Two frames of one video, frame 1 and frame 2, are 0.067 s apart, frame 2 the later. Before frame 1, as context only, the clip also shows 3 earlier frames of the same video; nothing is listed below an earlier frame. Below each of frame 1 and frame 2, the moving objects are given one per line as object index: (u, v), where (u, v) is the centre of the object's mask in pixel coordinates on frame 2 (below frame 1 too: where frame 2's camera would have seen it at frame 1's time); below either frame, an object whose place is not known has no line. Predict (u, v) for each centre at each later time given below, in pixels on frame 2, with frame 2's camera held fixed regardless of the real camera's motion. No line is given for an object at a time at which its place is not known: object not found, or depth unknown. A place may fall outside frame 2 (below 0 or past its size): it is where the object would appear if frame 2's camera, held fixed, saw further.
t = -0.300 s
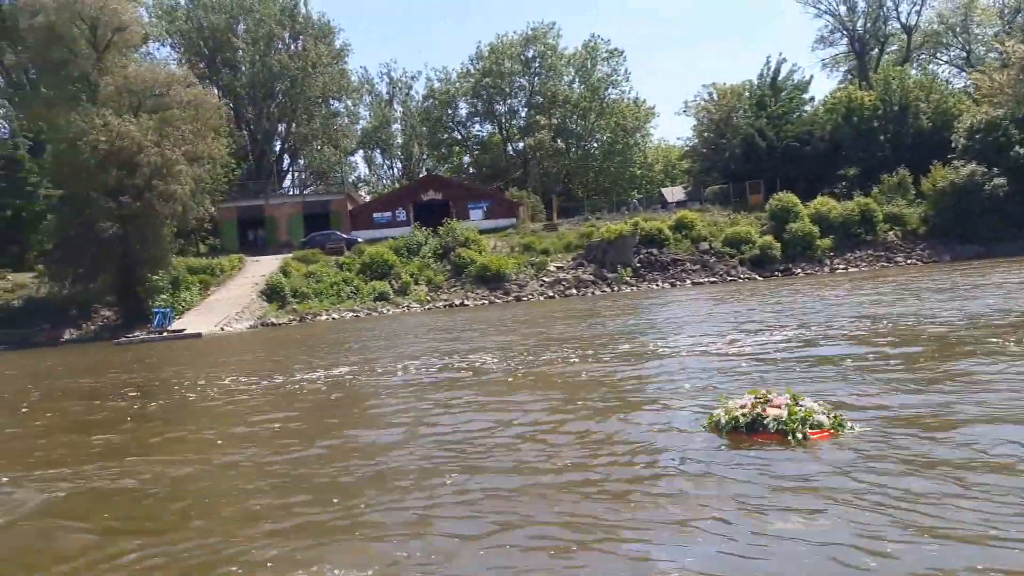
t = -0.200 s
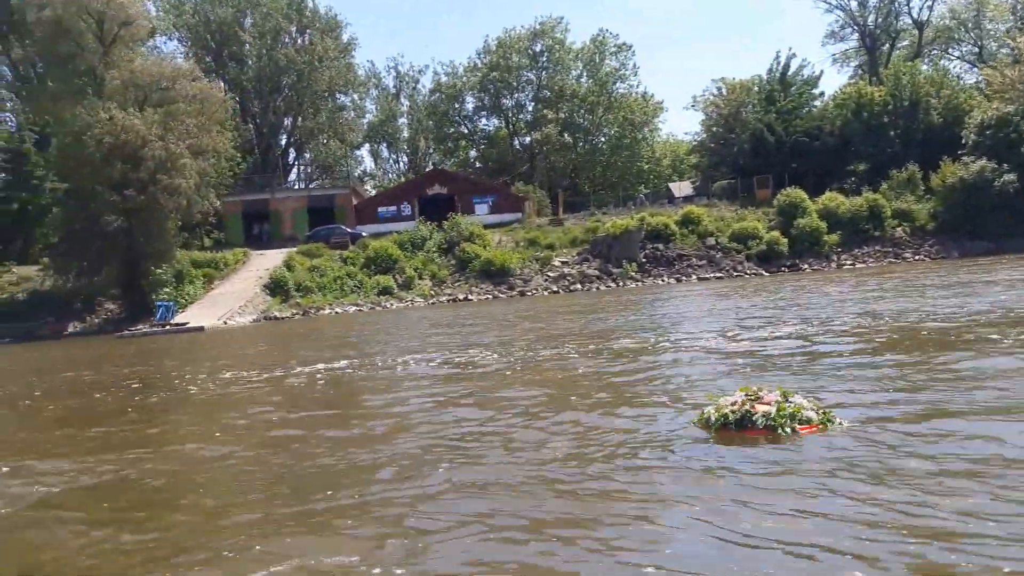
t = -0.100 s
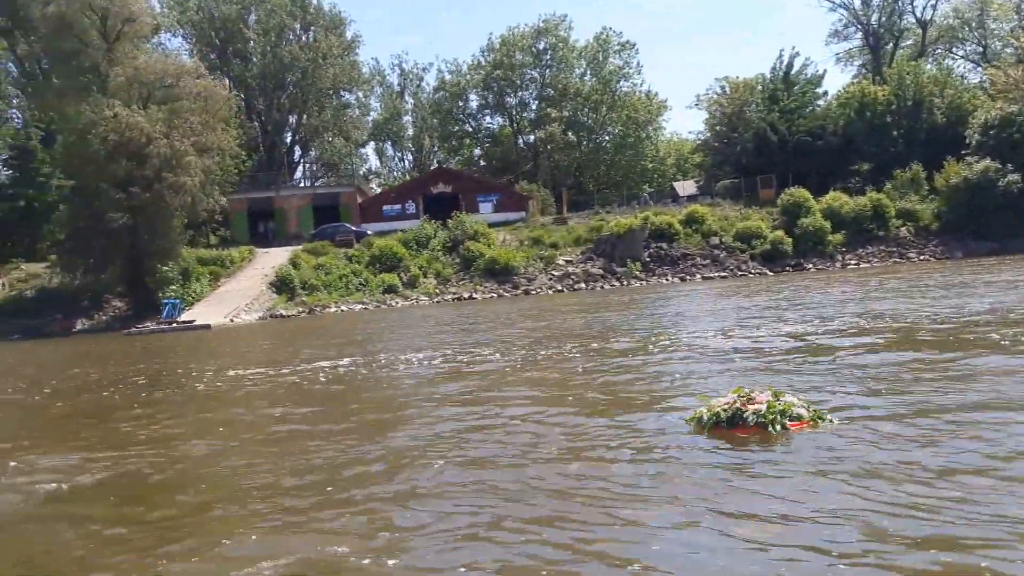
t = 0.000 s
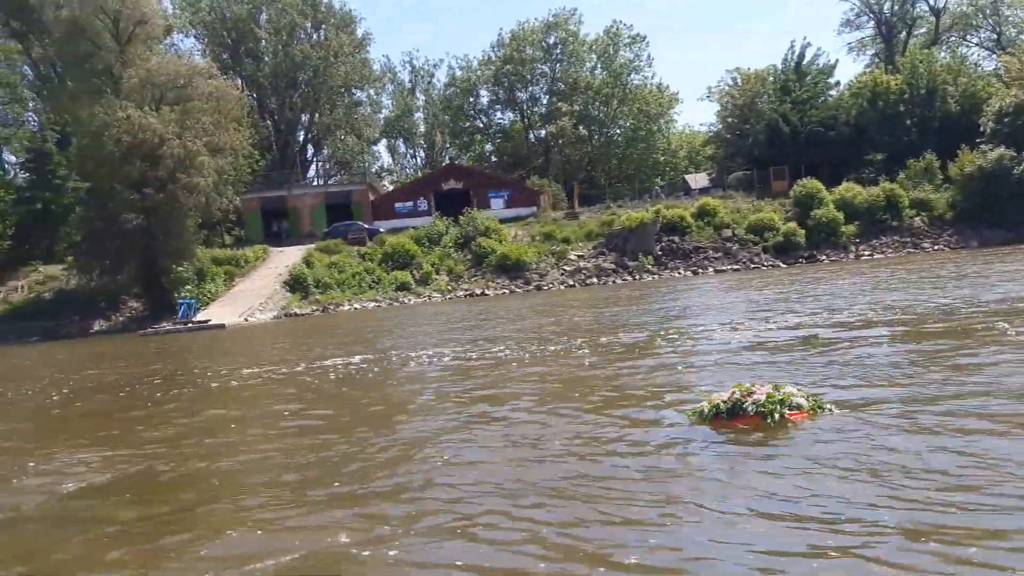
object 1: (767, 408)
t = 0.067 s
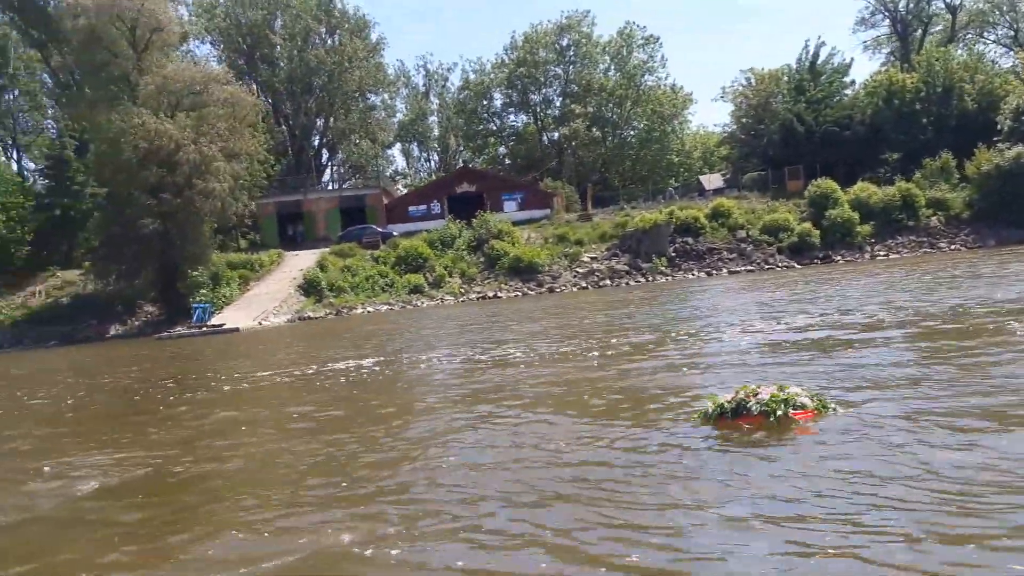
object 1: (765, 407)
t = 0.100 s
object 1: (761, 408)
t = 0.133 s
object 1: (758, 406)
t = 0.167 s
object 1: (756, 406)
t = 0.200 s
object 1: (753, 407)
